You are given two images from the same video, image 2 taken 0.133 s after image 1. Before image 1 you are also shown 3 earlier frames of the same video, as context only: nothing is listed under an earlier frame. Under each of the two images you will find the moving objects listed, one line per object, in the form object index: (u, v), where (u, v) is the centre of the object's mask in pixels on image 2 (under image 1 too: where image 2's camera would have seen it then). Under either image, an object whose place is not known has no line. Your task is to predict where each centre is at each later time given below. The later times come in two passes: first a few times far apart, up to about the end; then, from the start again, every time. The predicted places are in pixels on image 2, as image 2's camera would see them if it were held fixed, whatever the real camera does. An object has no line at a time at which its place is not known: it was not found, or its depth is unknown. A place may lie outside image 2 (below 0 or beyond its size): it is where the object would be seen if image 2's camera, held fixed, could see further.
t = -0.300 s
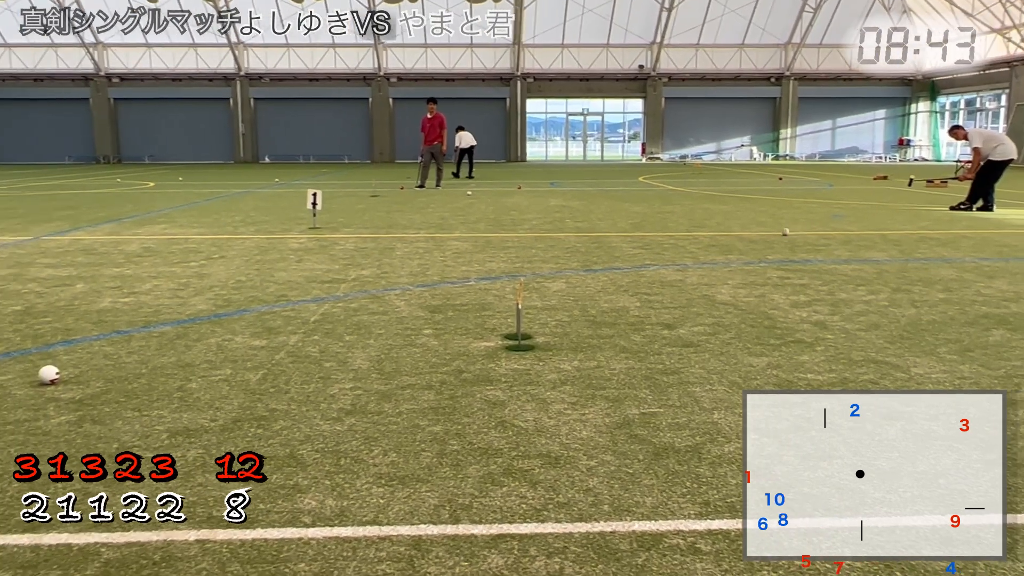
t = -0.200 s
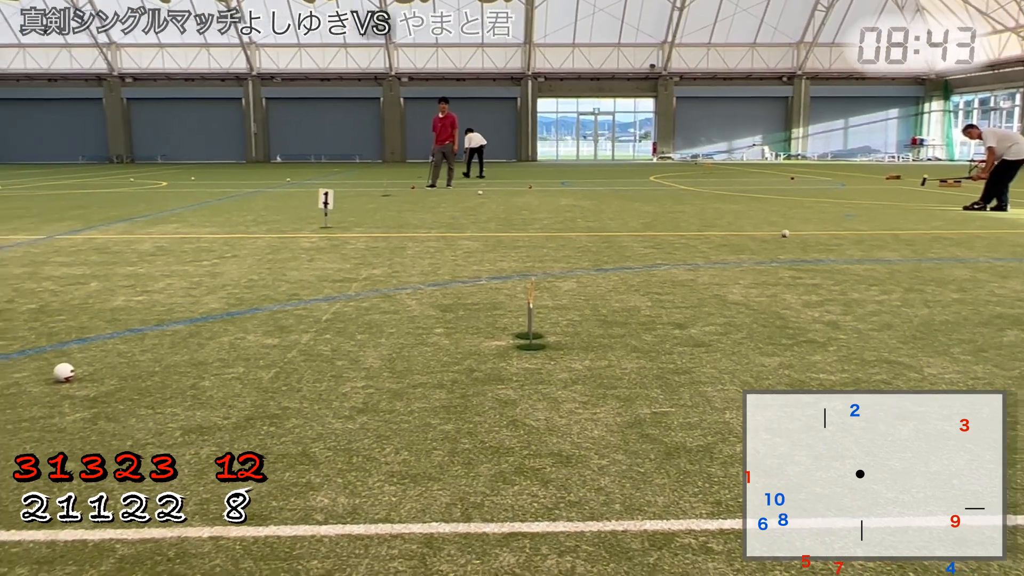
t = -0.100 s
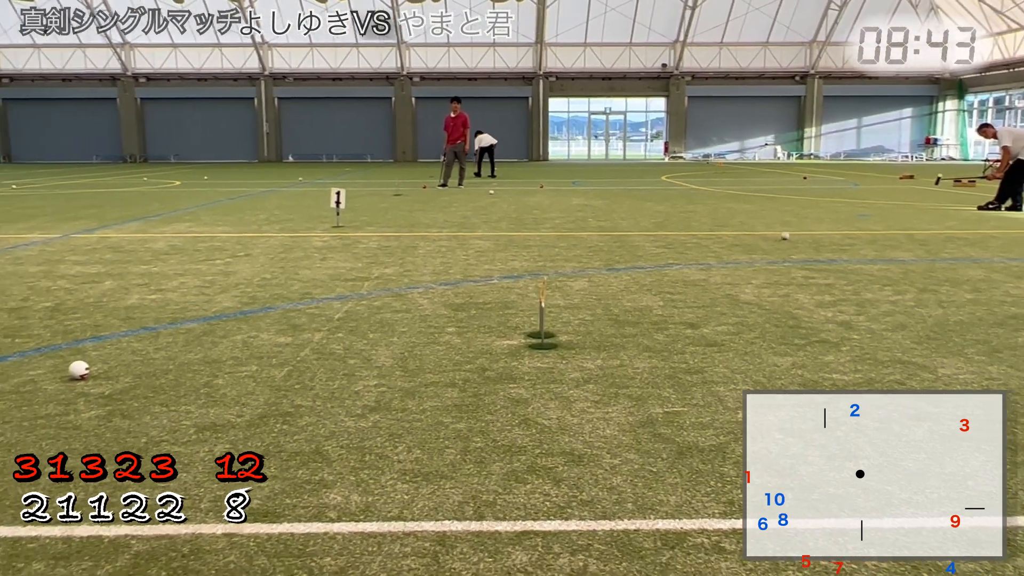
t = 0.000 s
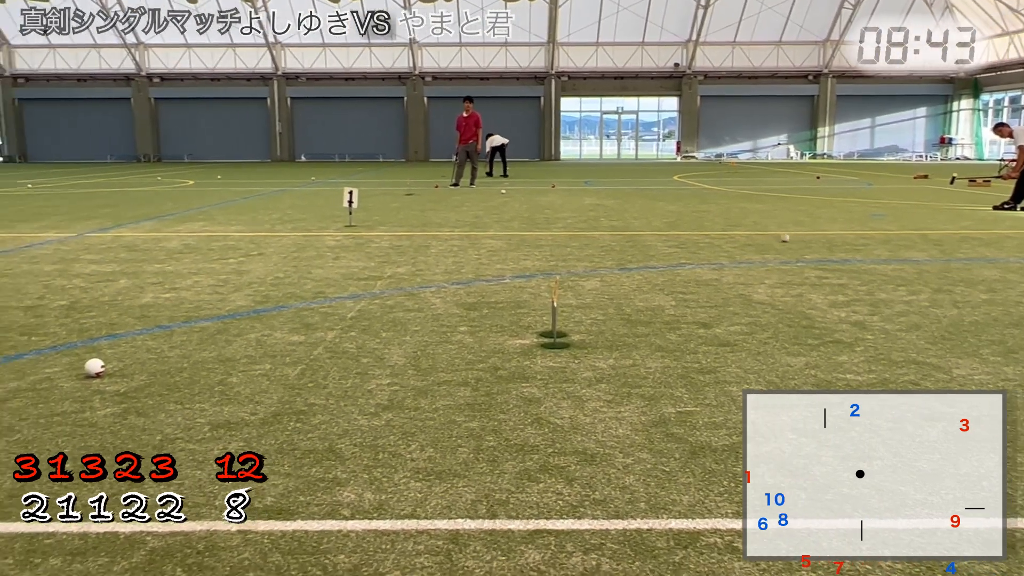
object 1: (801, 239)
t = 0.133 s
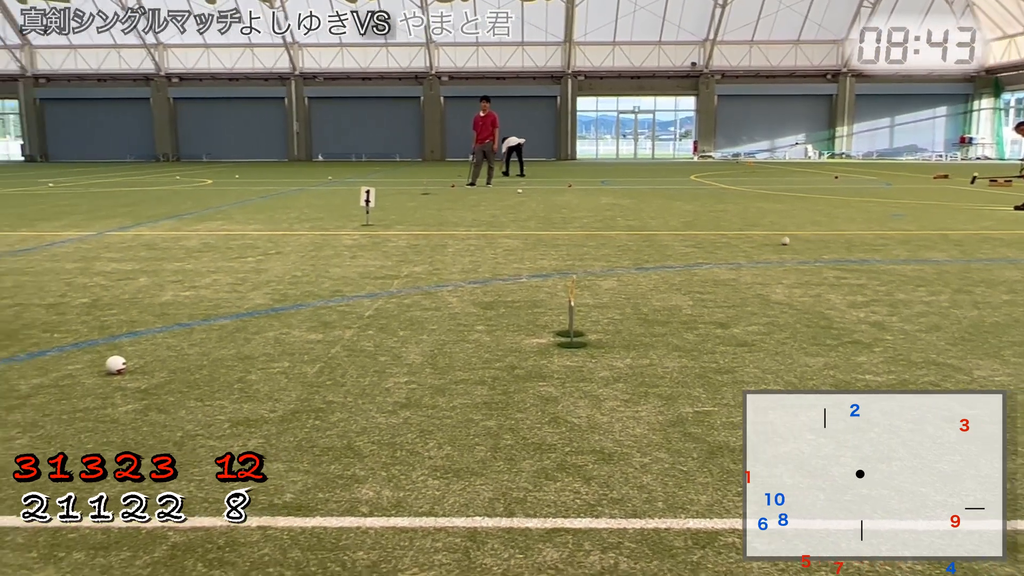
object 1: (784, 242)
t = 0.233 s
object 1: (770, 244)
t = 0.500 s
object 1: (733, 250)
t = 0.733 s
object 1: (701, 256)
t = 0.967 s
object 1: (665, 263)
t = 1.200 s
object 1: (630, 269)
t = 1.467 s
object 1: (587, 276)
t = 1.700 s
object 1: (547, 282)
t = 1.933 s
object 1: (508, 288)
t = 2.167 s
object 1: (467, 294)
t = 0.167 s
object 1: (779, 243)
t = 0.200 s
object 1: (774, 243)
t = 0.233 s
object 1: (770, 244)
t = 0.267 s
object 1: (765, 245)
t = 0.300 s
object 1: (761, 245)
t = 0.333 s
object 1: (757, 246)
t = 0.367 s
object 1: (752, 247)
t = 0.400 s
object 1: (747, 248)
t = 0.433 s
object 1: (743, 249)
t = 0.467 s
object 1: (738, 249)
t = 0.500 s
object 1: (733, 250)
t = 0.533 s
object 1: (729, 251)
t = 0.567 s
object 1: (724, 252)
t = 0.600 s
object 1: (720, 252)
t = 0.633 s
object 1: (714, 254)
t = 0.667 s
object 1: (710, 254)
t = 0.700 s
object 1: (705, 255)
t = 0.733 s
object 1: (701, 256)
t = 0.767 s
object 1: (695, 257)
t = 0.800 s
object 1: (690, 258)
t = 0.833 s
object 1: (685, 259)
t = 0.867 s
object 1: (681, 260)
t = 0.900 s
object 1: (676, 261)
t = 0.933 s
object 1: (670, 262)
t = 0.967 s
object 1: (665, 263)
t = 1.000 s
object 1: (660, 263)
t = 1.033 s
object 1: (655, 264)
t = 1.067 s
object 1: (650, 265)
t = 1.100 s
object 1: (645, 267)
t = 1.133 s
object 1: (639, 267)
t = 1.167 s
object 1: (634, 268)
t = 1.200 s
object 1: (630, 269)
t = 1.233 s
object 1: (624, 269)
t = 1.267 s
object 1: (618, 270)
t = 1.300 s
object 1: (613, 271)
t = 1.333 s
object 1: (608, 272)
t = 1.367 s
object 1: (602, 273)
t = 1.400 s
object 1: (597, 274)
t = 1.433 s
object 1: (592, 275)
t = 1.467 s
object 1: (587, 276)
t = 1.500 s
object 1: (582, 277)
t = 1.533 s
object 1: (577, 278)
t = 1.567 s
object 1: (571, 278)
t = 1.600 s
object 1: (564, 279)
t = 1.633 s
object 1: (559, 280)
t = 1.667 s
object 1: (553, 281)
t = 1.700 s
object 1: (547, 282)
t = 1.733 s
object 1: (542, 283)
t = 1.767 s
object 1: (537, 284)
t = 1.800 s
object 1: (531, 285)
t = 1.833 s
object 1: (525, 286)
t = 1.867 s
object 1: (519, 287)
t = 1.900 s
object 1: (513, 288)
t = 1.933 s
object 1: (508, 288)
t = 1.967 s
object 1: (502, 289)
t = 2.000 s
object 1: (496, 290)
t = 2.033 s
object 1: (491, 291)
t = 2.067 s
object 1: (485, 292)
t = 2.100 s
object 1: (478, 293)
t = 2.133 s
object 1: (473, 294)
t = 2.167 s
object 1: (467, 294)
